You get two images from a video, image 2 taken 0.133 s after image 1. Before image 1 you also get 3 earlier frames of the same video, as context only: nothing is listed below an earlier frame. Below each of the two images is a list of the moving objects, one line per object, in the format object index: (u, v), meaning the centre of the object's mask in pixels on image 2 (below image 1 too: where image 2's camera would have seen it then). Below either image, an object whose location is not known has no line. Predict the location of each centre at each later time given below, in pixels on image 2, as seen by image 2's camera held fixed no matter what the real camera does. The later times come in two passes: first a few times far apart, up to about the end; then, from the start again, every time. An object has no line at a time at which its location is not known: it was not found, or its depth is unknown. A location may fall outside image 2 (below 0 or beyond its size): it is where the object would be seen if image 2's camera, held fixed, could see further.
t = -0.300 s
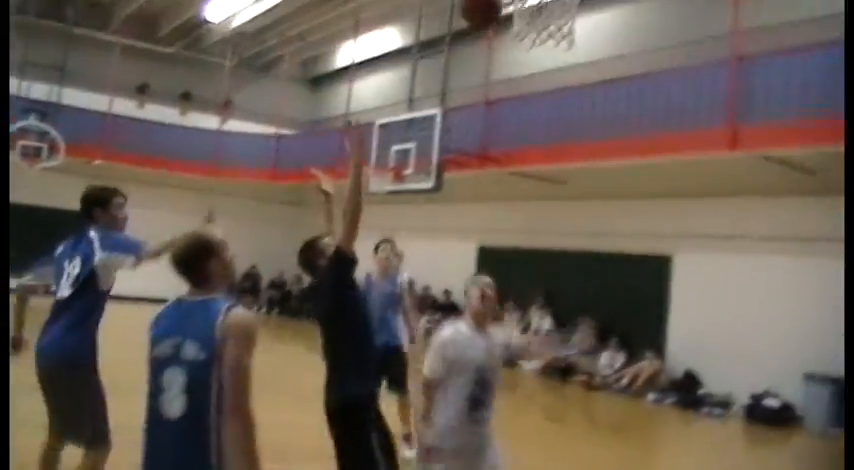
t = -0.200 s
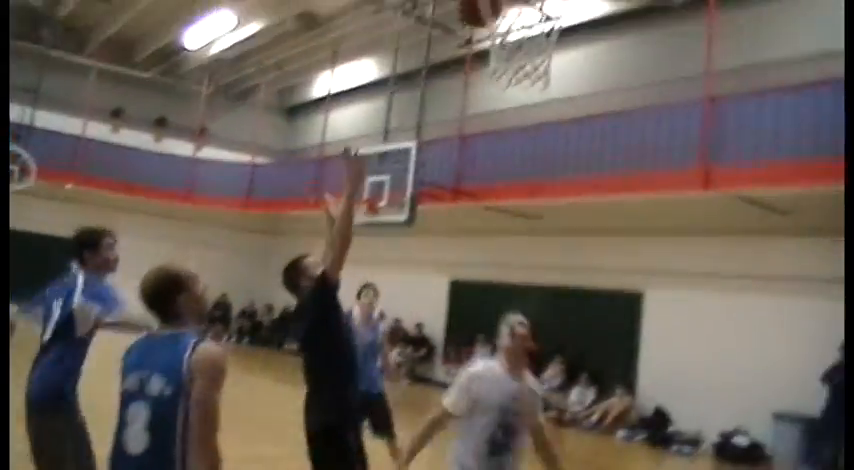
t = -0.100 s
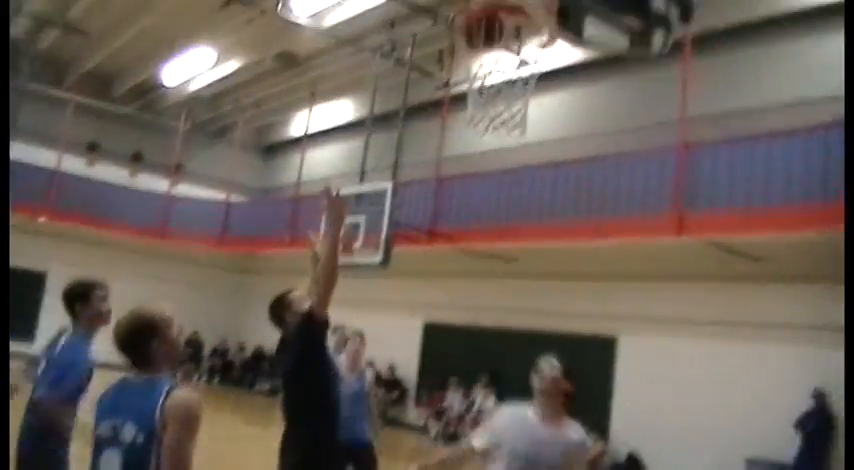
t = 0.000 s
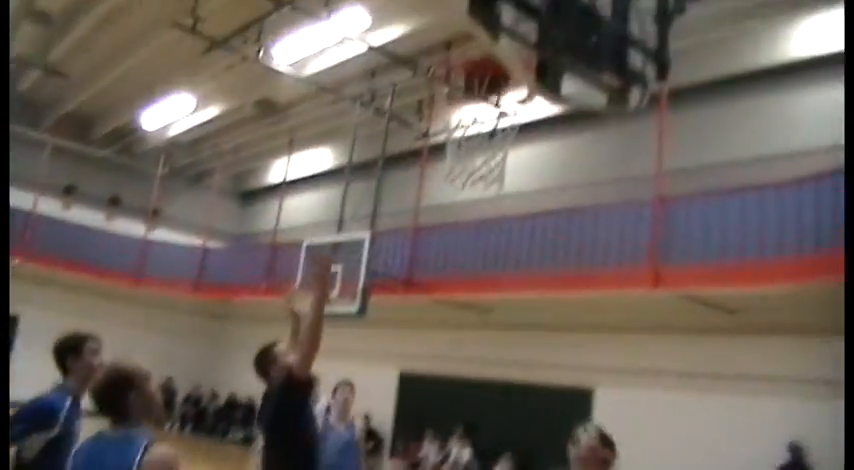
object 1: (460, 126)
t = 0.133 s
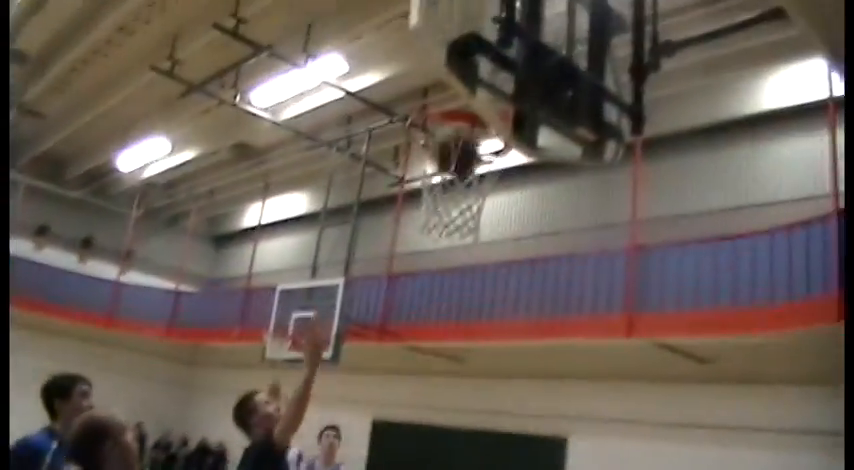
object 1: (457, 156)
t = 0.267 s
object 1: (418, 194)
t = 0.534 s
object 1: (433, 234)
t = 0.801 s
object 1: (475, 367)
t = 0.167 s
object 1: (440, 172)
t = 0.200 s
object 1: (429, 184)
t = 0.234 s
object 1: (422, 193)
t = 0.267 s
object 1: (418, 194)
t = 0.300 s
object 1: (416, 194)
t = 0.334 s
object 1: (415, 195)
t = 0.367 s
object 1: (417, 196)
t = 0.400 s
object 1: (420, 199)
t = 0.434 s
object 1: (422, 202)
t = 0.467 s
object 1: (426, 208)
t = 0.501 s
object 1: (435, 223)
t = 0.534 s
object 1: (433, 234)
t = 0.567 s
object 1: (443, 234)
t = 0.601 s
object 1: (447, 243)
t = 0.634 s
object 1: (453, 255)
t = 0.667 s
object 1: (458, 272)
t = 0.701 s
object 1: (463, 291)
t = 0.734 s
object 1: (468, 315)
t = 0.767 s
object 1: (473, 341)
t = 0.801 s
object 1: (475, 367)
